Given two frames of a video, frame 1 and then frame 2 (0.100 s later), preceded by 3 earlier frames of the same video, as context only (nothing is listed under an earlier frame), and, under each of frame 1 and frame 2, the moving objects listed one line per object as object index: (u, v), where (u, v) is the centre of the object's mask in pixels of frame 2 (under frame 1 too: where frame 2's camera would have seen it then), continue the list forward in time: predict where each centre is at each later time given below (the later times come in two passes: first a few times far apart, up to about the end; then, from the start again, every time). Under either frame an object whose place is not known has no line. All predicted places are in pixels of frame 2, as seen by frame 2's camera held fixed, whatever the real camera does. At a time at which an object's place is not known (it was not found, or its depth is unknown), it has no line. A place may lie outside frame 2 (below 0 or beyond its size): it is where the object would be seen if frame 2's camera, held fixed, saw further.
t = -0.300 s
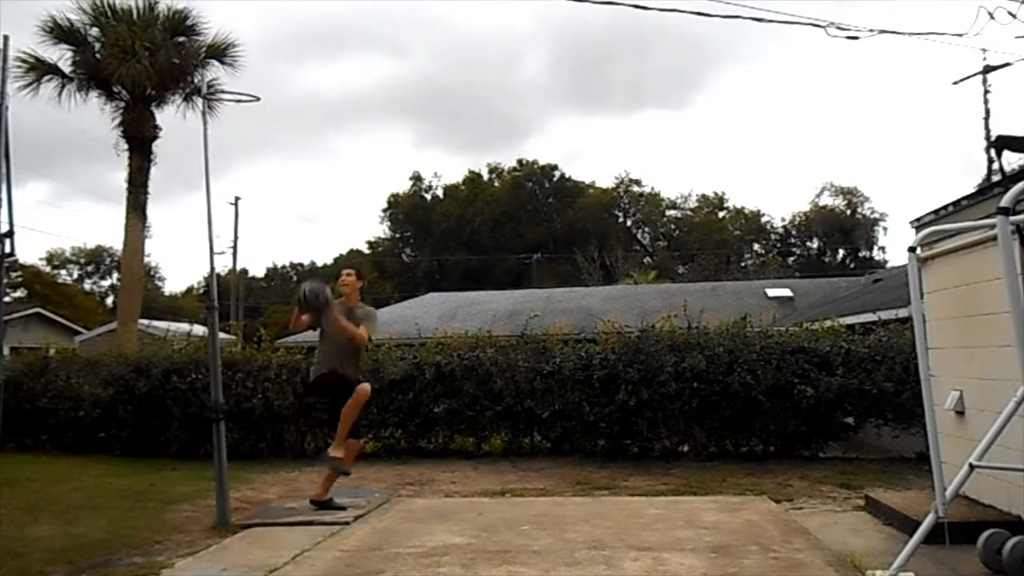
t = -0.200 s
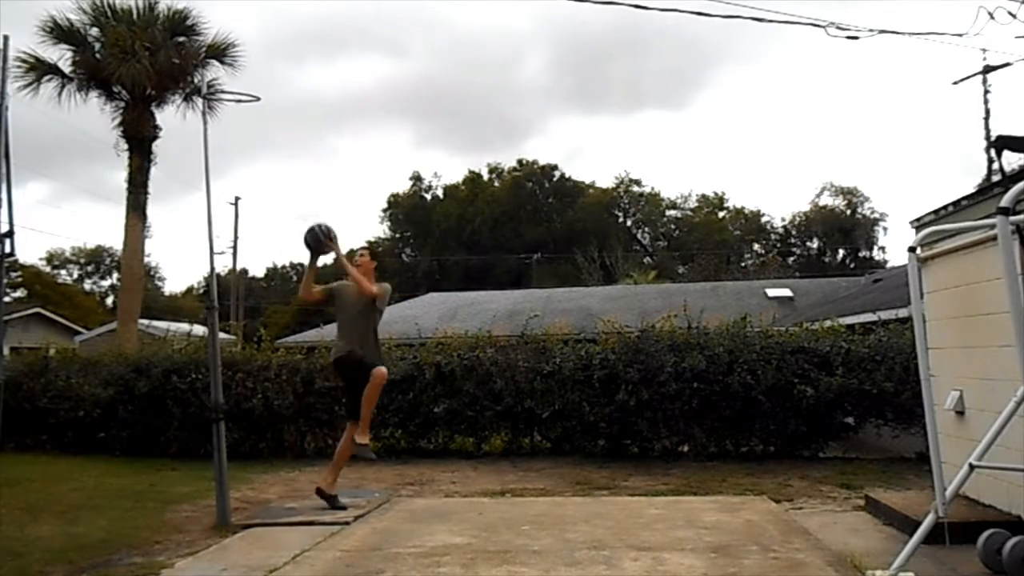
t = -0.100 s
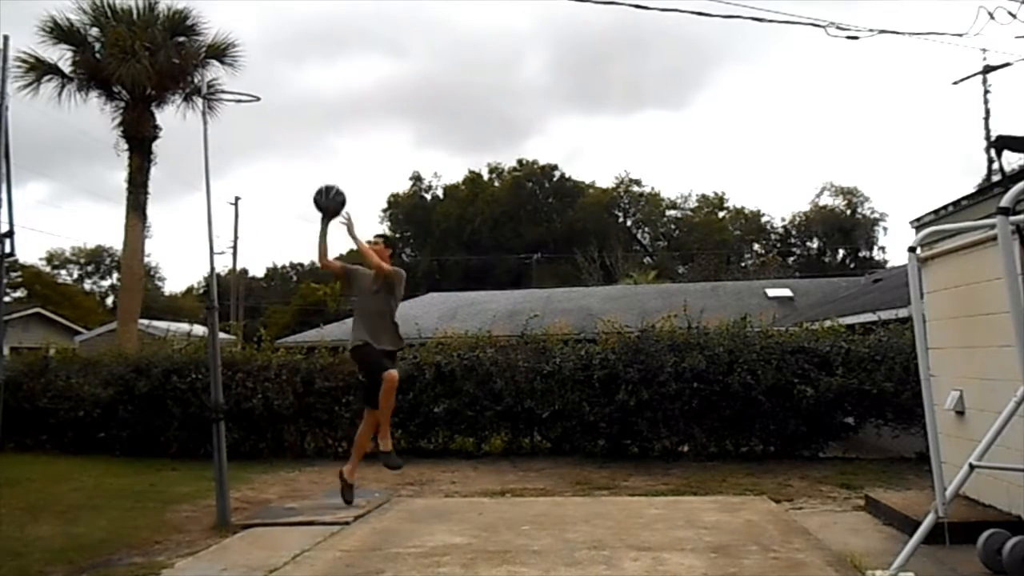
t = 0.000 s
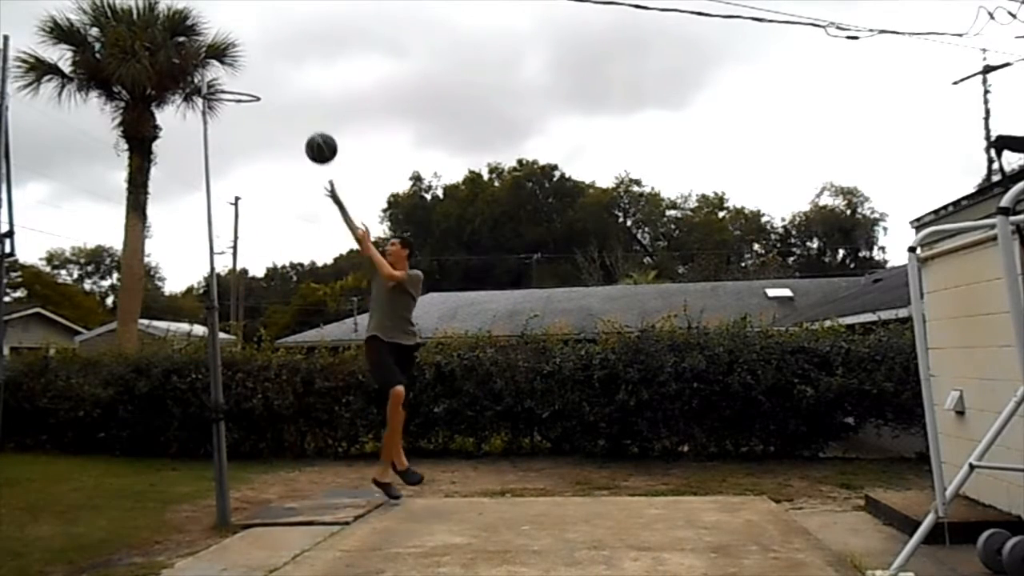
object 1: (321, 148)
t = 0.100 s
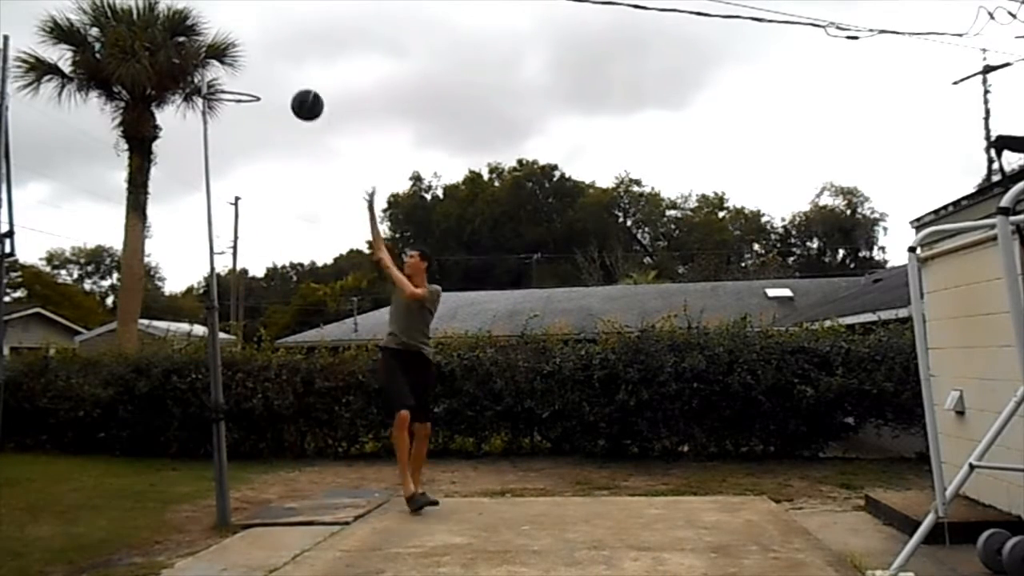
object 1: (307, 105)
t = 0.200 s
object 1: (292, 74)
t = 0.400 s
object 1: (263, 50)
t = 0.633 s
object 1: (231, 80)
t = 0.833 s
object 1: (231, 120)
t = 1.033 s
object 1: (229, 219)
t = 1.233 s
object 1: (230, 384)
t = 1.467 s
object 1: (221, 438)
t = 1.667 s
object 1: (215, 328)
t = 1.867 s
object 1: (210, 280)
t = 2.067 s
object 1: (202, 293)
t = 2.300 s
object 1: (192, 390)
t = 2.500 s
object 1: (184, 528)
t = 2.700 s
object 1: (179, 419)
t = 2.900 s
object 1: (172, 383)
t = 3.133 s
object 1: (162, 421)
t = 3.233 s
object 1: (157, 469)
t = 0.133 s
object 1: (302, 93)
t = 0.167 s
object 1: (297, 83)
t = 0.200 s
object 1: (292, 74)
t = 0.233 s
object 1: (288, 66)
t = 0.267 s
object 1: (283, 60)
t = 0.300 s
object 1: (278, 56)
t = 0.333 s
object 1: (273, 53)
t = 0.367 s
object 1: (268, 51)
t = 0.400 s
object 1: (263, 50)
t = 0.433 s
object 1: (258, 51)
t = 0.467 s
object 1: (252, 54)
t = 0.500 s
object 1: (247, 58)
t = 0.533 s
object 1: (242, 63)
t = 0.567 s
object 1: (236, 70)
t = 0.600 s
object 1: (231, 76)
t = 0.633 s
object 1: (231, 80)
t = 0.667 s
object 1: (230, 83)
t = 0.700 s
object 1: (230, 88)
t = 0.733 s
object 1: (230, 93)
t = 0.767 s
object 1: (231, 101)
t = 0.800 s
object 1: (231, 110)
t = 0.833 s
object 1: (231, 120)
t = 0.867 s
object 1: (231, 132)
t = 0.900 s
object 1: (231, 146)
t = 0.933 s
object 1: (231, 161)
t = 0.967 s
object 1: (230, 178)
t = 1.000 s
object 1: (230, 197)
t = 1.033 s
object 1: (229, 219)
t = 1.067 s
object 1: (229, 241)
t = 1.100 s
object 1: (230, 266)
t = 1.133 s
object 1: (227, 290)
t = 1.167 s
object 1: (226, 319)
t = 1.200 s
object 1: (228, 350)
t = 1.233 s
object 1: (230, 384)
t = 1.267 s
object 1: (227, 415)
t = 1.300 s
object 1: (224, 450)
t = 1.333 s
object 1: (224, 489)
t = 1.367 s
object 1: (223, 520)
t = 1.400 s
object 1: (223, 490)
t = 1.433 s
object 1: (221, 463)
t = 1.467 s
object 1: (221, 438)
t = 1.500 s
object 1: (220, 416)
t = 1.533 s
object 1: (219, 394)
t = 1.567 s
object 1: (218, 376)
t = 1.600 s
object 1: (216, 358)
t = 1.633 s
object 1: (216, 343)
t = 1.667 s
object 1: (215, 328)
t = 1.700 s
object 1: (215, 316)
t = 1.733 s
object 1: (213, 306)
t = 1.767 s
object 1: (213, 298)
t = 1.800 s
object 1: (212, 290)
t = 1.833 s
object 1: (211, 284)
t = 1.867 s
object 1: (210, 280)
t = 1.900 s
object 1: (209, 278)
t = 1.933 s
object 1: (208, 277)
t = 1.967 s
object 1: (206, 278)
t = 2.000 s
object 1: (205, 282)
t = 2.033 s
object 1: (203, 287)
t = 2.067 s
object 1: (202, 293)
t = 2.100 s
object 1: (202, 300)
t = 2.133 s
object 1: (201, 311)
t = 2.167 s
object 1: (199, 322)
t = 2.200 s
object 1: (196, 336)
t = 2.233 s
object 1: (195, 347)
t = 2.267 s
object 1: (195, 366)
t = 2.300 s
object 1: (192, 390)
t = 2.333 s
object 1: (192, 410)
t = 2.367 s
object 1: (191, 435)
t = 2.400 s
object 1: (188, 458)
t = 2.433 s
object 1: (187, 485)
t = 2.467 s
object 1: (185, 516)
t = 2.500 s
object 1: (184, 528)
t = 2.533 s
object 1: (183, 506)
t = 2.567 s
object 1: (182, 484)
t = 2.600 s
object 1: (181, 465)
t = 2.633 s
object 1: (180, 449)
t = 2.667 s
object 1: (180, 431)
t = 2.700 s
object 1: (179, 419)
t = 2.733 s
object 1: (178, 408)
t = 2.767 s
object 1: (177, 400)
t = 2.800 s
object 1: (176, 393)
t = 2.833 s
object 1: (174, 387)
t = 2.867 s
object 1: (173, 384)
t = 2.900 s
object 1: (172, 383)
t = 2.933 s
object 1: (171, 383)
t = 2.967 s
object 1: (170, 384)
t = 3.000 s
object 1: (169, 388)
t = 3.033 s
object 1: (167, 393)
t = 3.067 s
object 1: (166, 400)
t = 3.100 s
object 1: (164, 410)
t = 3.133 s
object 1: (162, 421)
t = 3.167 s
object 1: (161, 435)
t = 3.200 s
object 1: (159, 451)
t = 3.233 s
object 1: (157, 469)
